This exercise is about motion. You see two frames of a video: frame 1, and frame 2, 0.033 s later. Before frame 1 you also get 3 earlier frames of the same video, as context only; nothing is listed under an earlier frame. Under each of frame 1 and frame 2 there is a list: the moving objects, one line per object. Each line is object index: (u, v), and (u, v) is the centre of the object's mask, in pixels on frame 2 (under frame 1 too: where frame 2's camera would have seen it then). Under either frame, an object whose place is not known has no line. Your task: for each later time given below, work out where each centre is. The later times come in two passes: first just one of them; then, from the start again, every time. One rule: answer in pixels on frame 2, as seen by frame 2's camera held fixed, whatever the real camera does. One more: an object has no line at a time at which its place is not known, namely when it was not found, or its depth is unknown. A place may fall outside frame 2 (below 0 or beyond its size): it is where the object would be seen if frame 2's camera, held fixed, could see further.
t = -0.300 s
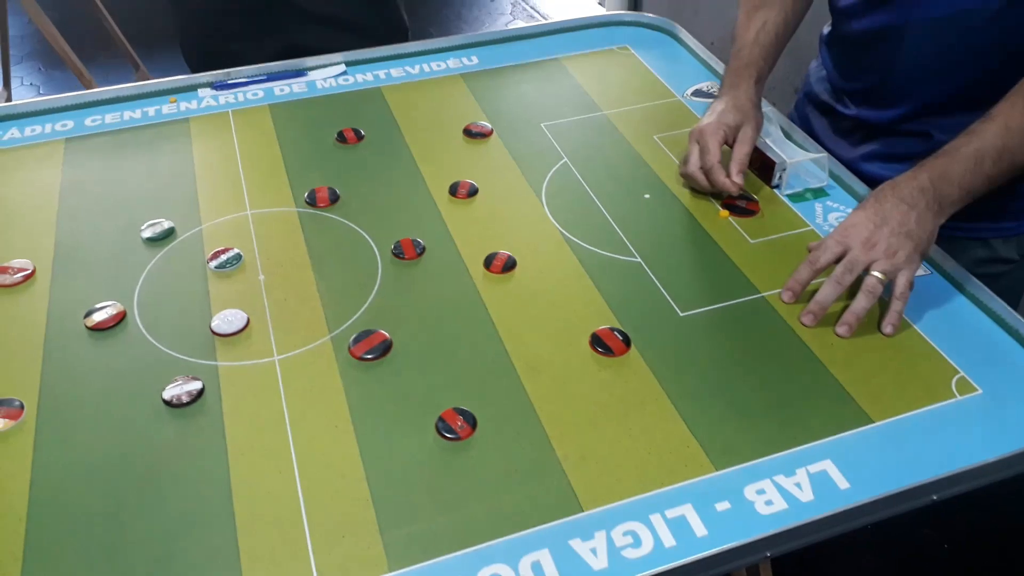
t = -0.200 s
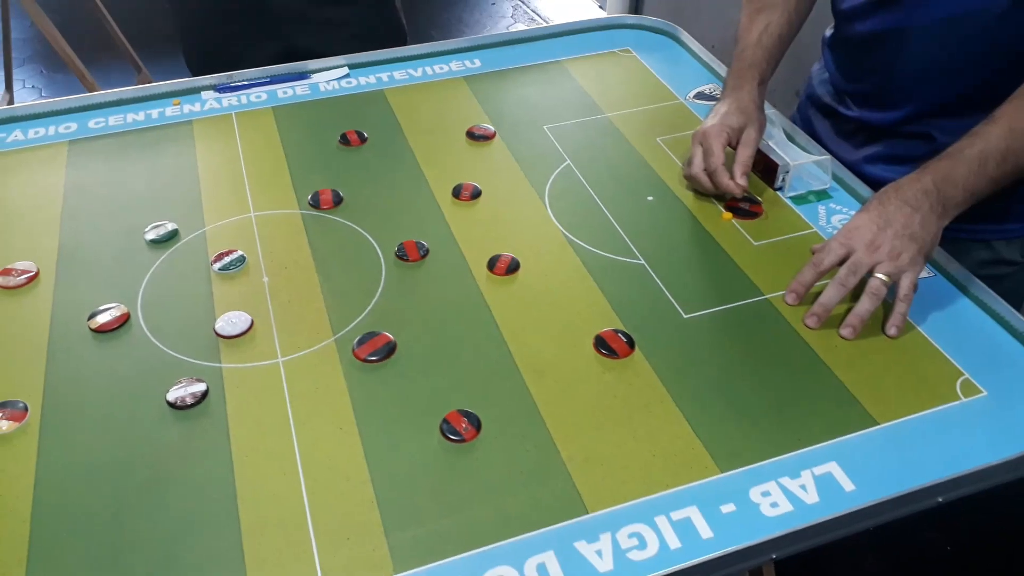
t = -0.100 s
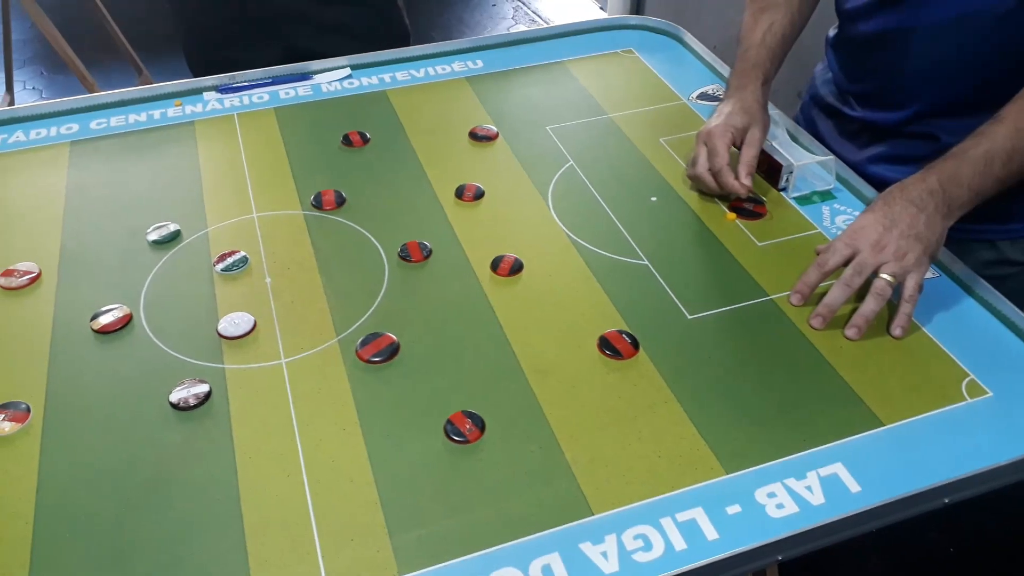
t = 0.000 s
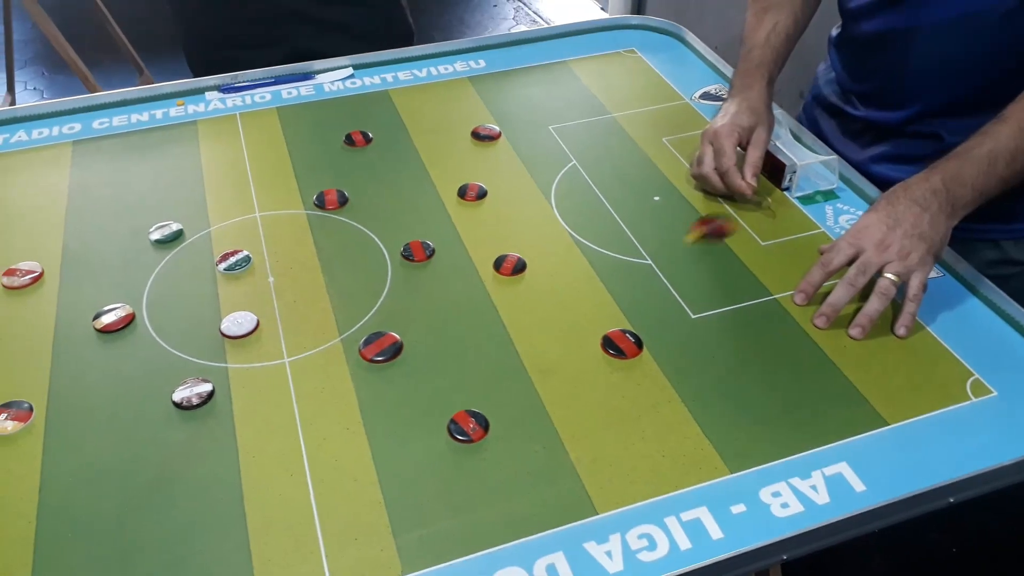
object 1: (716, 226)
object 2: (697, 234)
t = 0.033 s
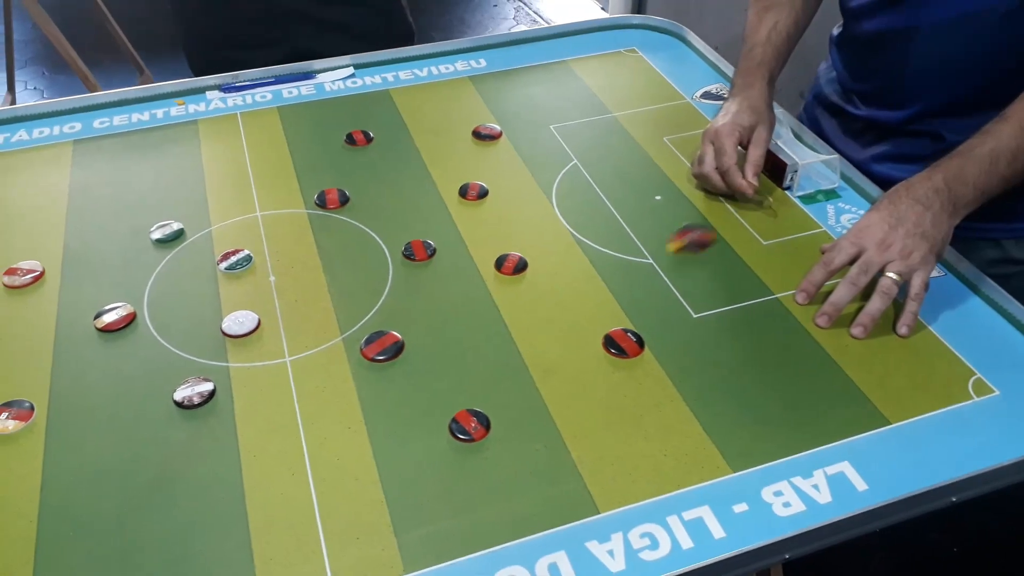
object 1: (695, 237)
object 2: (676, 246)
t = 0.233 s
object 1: (587, 295)
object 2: (566, 312)
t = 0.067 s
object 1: (676, 248)
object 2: (658, 255)
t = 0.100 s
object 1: (656, 258)
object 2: (636, 269)
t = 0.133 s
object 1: (636, 268)
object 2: (617, 280)
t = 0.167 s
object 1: (620, 277)
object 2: (599, 292)
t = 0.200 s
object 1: (603, 286)
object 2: (582, 302)
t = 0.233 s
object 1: (587, 295)
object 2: (566, 312)
